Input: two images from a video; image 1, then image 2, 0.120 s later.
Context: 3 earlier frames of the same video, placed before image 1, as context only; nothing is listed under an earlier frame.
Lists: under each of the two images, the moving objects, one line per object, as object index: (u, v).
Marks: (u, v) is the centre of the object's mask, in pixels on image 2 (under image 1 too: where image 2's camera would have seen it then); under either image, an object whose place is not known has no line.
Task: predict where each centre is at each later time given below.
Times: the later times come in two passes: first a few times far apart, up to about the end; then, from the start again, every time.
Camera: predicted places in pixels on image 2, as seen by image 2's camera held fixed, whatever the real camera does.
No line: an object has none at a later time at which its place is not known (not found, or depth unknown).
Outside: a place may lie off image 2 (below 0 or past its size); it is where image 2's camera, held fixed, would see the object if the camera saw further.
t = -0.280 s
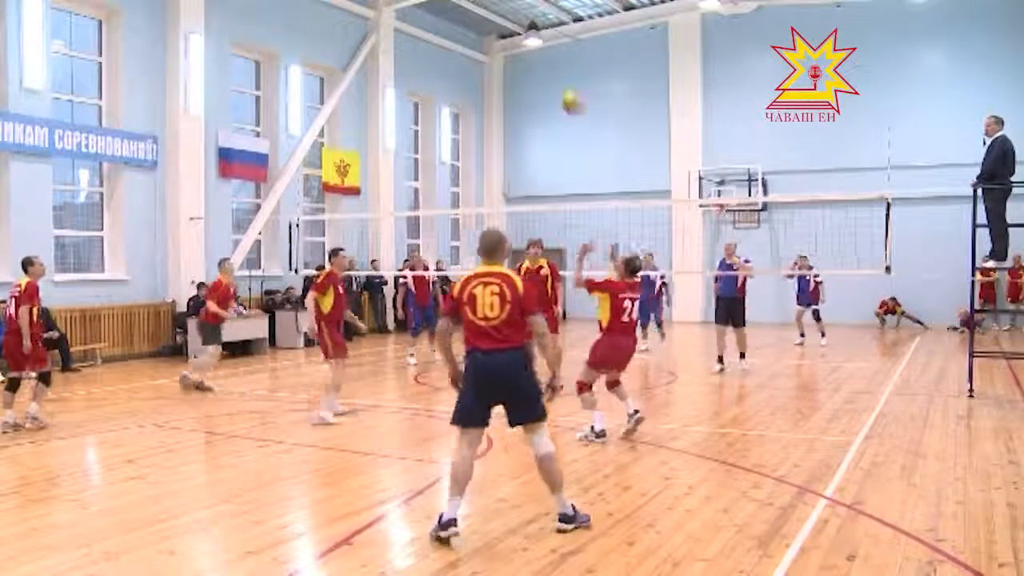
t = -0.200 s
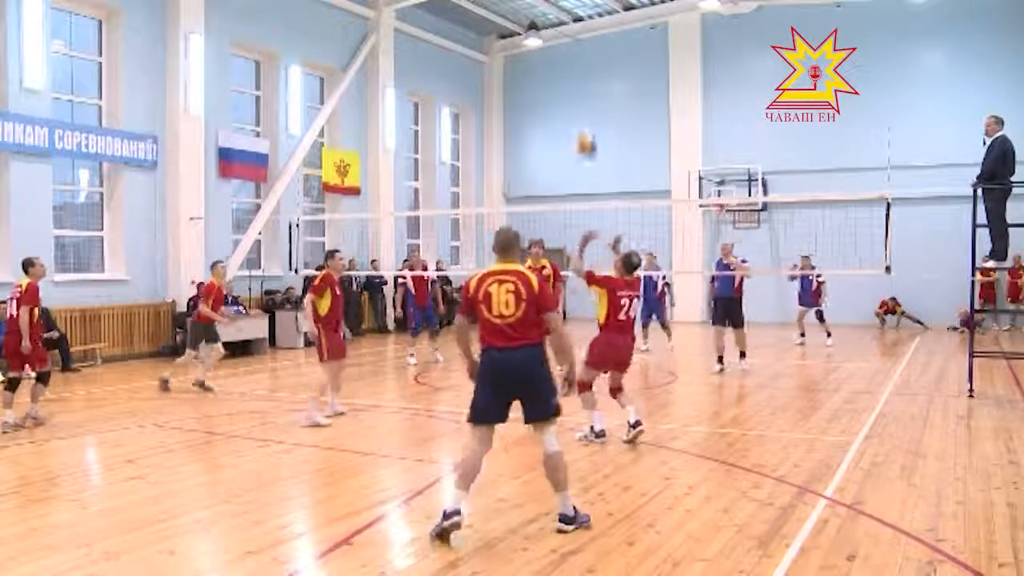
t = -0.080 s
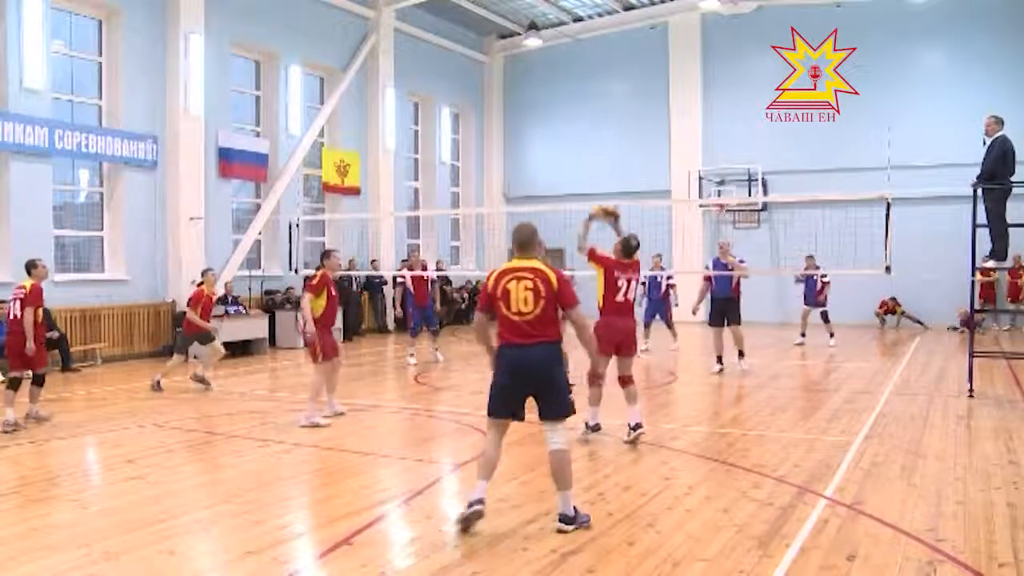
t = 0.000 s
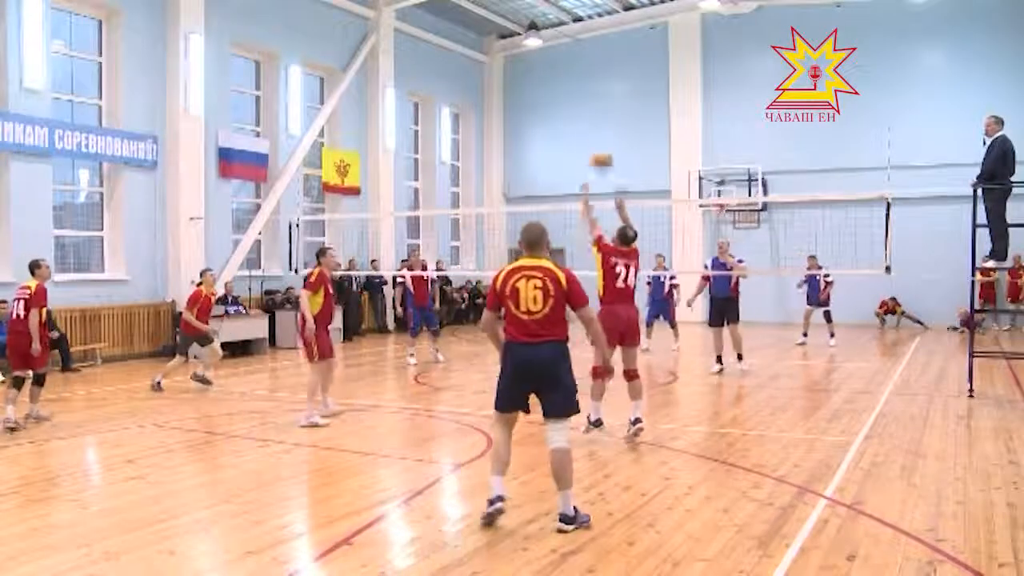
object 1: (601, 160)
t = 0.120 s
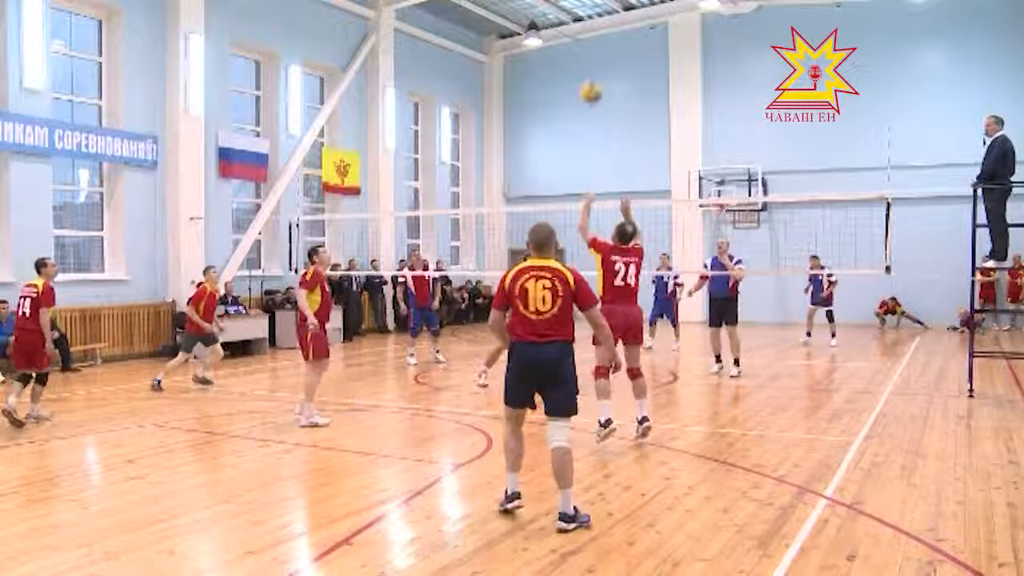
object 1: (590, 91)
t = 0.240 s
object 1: (579, 45)
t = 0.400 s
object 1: (571, 11)
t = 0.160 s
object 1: (586, 74)
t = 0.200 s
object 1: (583, 60)
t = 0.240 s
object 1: (579, 45)
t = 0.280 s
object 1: (577, 35)
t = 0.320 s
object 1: (574, 24)
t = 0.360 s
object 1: (572, 17)
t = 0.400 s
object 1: (571, 11)
